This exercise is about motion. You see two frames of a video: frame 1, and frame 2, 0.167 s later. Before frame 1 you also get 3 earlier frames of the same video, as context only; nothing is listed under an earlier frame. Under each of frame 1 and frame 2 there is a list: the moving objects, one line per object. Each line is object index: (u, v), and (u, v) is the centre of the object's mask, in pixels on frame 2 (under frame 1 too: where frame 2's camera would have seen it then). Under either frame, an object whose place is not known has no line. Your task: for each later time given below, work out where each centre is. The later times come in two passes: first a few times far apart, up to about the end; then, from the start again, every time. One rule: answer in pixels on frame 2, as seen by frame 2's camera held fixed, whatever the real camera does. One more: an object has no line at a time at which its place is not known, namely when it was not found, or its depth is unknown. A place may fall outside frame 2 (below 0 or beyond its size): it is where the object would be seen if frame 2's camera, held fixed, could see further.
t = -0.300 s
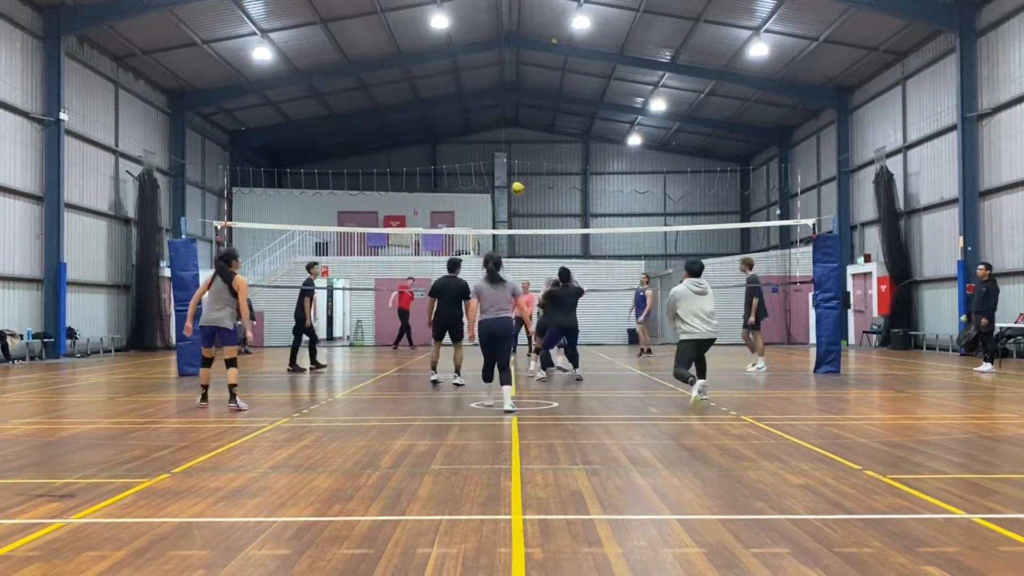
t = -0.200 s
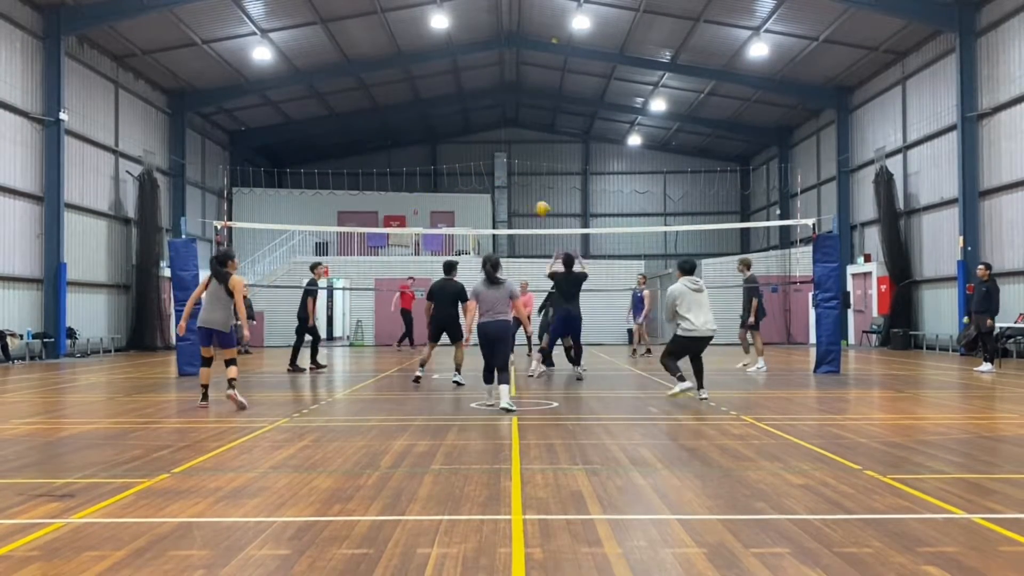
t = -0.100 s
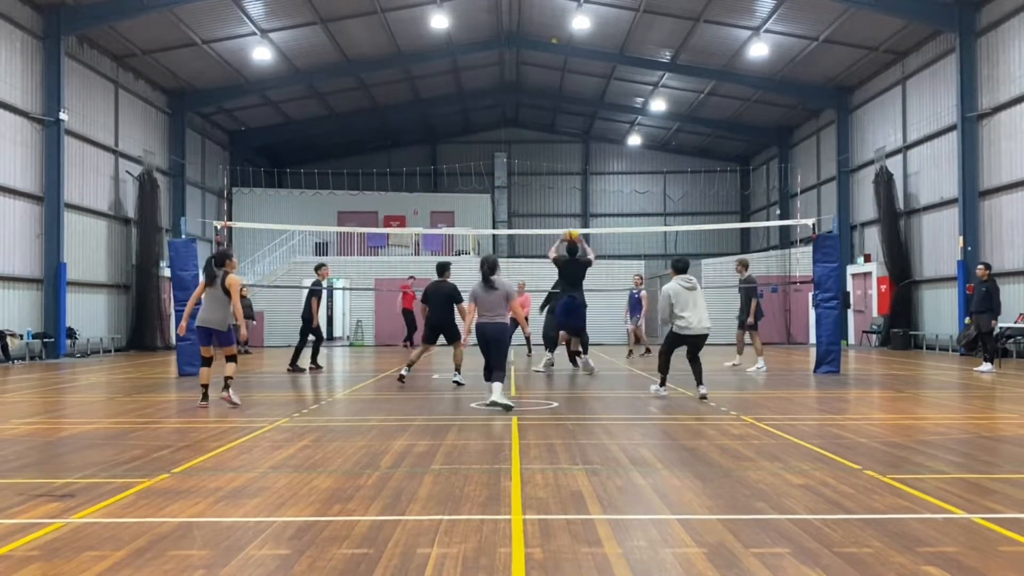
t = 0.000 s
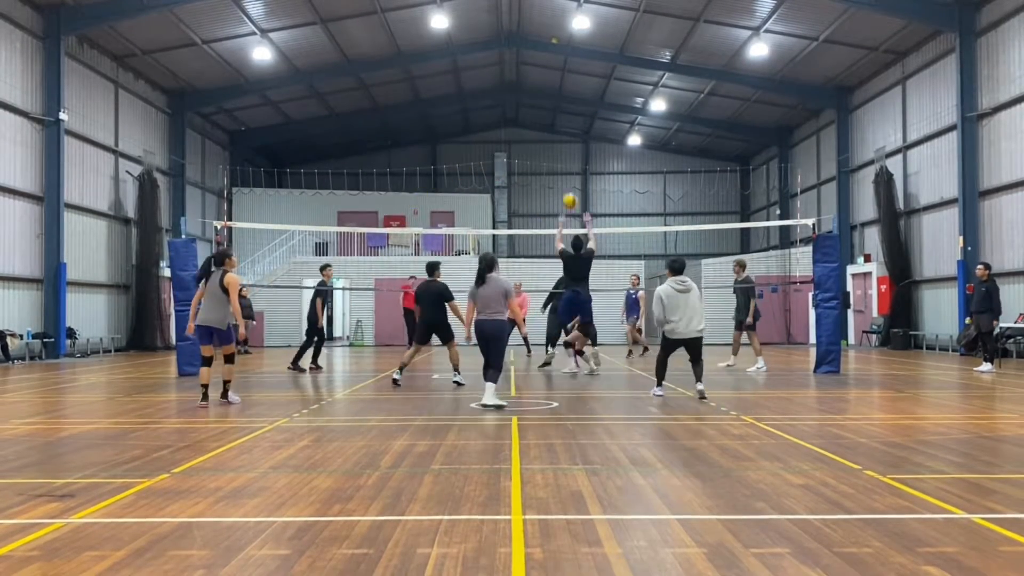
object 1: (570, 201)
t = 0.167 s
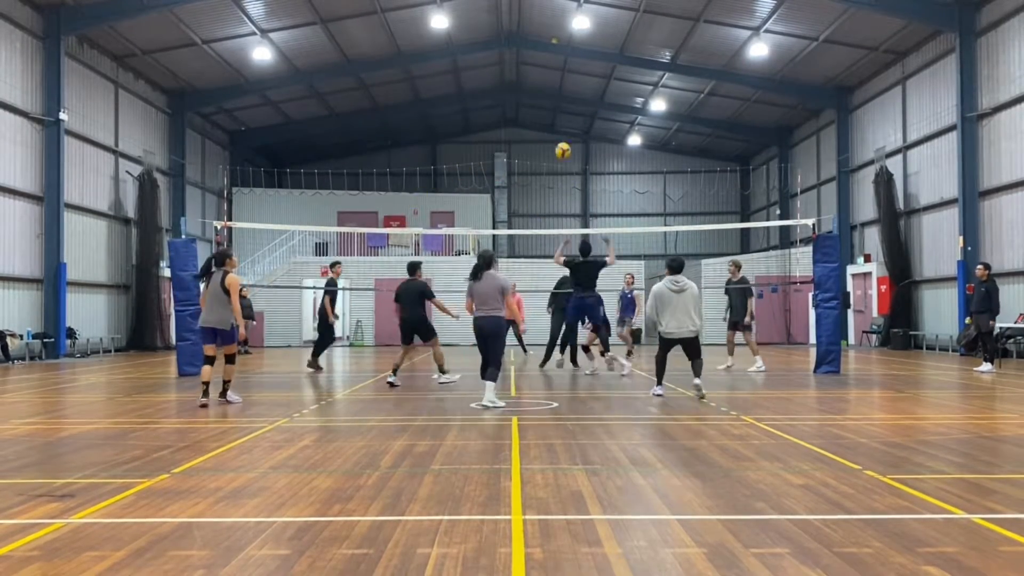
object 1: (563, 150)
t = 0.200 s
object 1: (561, 143)
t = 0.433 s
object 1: (552, 112)
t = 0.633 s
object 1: (544, 114)
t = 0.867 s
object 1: (536, 149)
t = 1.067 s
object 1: (528, 205)
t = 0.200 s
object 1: (561, 143)
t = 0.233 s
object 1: (560, 136)
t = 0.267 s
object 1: (559, 131)
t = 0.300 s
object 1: (557, 125)
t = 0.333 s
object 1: (556, 121)
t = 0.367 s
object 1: (555, 117)
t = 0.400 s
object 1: (553, 114)
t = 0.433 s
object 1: (552, 112)
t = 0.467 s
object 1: (551, 111)
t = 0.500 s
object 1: (550, 110)
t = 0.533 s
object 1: (548, 110)
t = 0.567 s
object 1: (547, 110)
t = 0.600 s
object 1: (545, 112)
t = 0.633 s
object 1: (544, 114)
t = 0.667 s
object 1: (543, 117)
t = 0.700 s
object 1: (542, 120)
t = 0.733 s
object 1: (540, 125)
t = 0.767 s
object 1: (539, 130)
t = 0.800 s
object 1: (538, 136)
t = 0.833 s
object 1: (537, 142)
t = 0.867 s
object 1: (536, 149)
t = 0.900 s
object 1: (534, 157)
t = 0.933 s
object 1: (533, 165)
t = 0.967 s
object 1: (532, 175)
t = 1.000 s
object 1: (531, 184)
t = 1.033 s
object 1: (529, 193)
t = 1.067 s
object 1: (528, 205)
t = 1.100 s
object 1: (528, 216)
